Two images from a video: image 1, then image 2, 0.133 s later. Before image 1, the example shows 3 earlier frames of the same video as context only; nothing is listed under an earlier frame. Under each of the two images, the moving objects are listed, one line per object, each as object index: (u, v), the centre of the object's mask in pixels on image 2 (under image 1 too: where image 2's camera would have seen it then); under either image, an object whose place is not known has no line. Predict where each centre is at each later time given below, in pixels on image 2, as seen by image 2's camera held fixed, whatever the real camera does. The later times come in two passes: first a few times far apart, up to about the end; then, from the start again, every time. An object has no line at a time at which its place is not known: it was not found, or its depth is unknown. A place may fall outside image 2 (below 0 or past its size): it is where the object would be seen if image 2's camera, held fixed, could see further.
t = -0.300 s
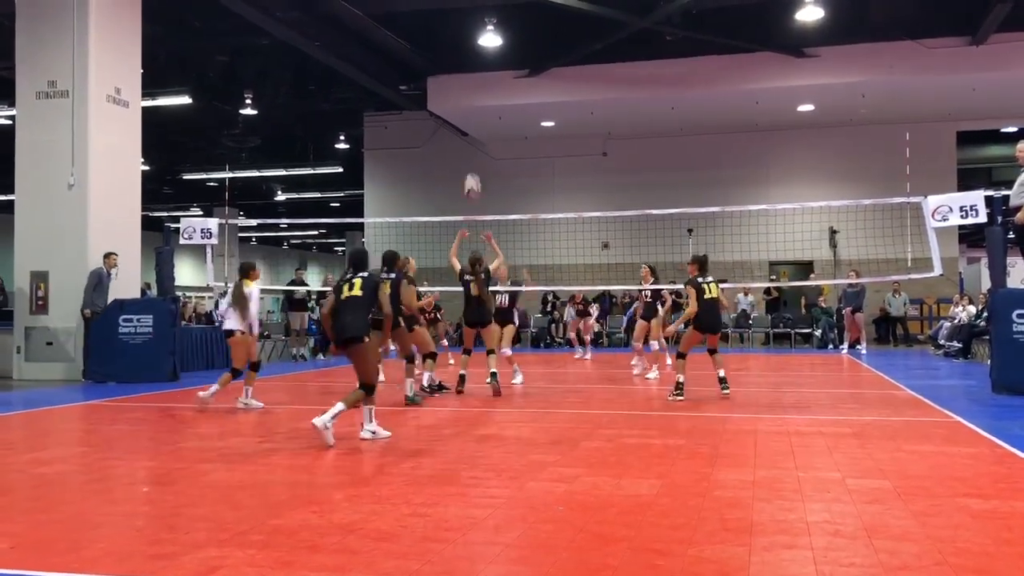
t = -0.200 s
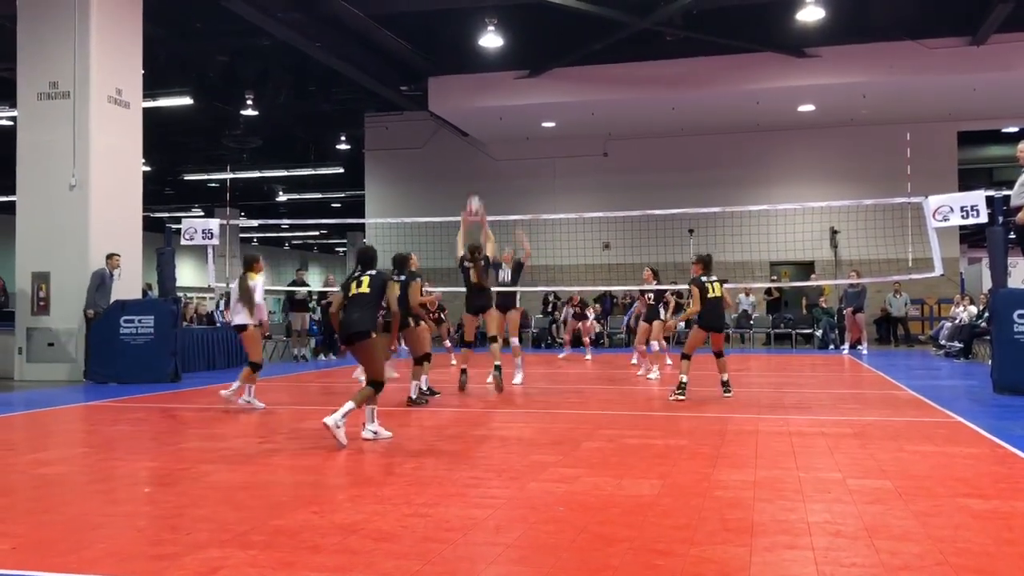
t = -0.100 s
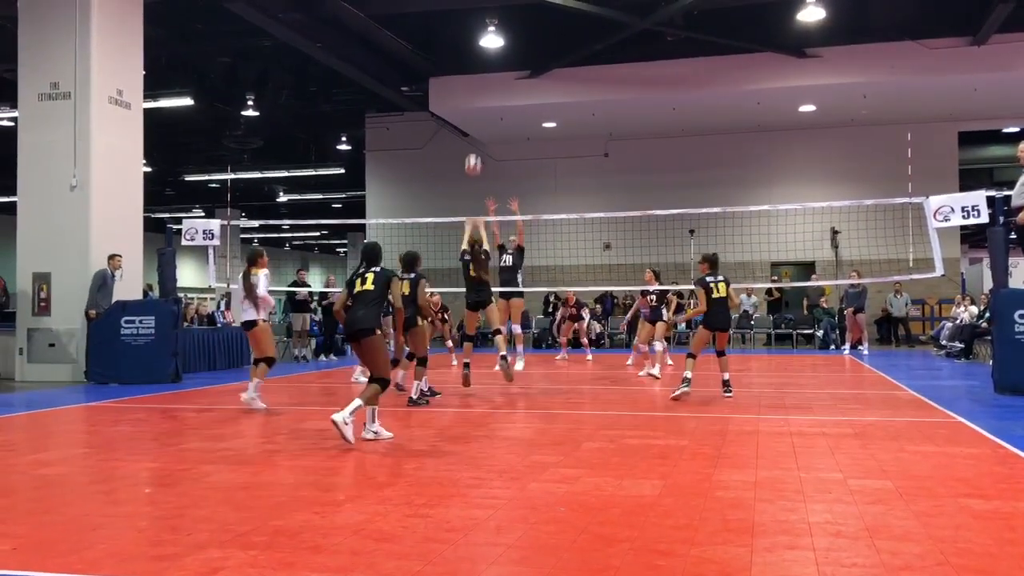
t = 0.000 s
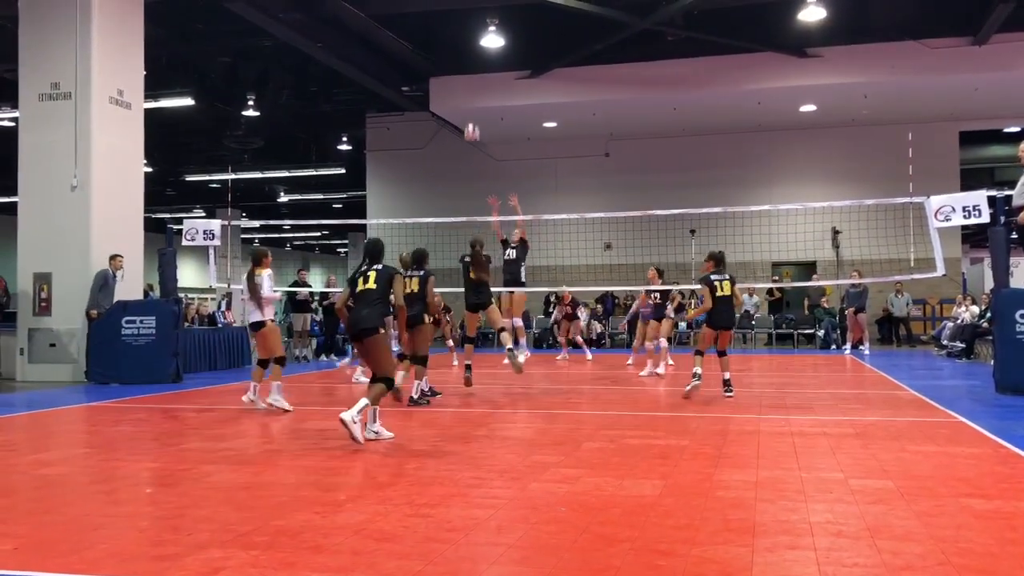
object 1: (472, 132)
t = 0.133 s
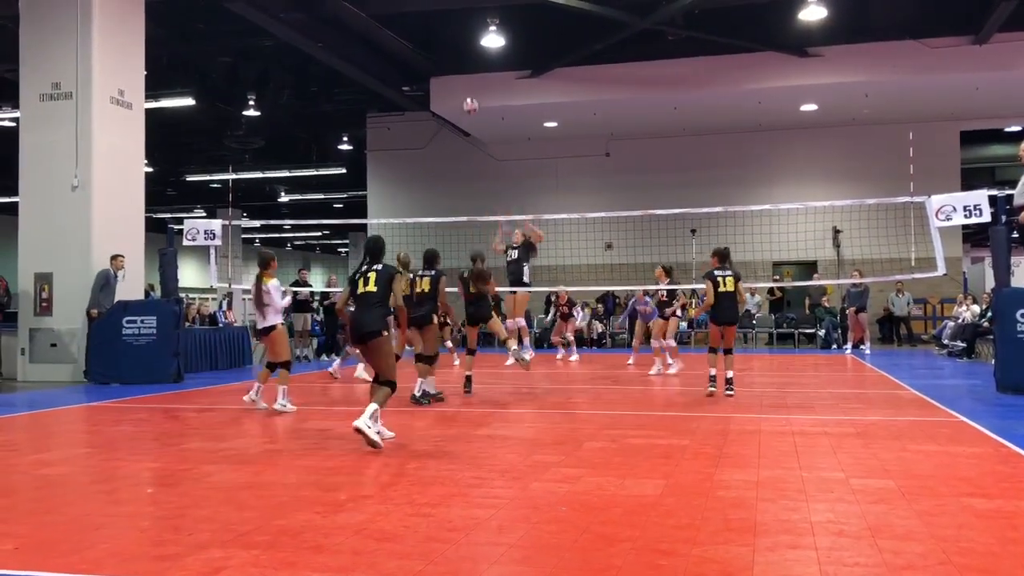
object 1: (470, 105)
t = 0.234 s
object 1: (470, 95)
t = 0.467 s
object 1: (469, 98)
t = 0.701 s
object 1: (468, 132)
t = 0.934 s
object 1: (468, 189)
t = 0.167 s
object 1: (470, 100)
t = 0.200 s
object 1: (470, 97)
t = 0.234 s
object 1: (470, 95)
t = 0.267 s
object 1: (469, 93)
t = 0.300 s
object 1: (470, 92)
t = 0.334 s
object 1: (469, 92)
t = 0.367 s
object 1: (469, 93)
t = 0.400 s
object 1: (469, 94)
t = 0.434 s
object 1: (469, 95)
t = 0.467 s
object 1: (469, 98)
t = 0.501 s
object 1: (469, 101)
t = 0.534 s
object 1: (468, 105)
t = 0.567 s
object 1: (468, 109)
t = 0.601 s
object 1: (468, 113)
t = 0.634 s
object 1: (468, 119)
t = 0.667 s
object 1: (468, 125)
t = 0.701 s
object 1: (468, 132)
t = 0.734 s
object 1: (468, 139)
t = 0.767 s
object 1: (468, 146)
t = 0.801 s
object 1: (468, 154)
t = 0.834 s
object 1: (468, 162)
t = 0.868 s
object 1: (468, 170)
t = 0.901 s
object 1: (468, 179)
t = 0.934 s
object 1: (468, 189)
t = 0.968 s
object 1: (469, 198)
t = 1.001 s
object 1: (468, 207)
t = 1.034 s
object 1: (468, 214)
